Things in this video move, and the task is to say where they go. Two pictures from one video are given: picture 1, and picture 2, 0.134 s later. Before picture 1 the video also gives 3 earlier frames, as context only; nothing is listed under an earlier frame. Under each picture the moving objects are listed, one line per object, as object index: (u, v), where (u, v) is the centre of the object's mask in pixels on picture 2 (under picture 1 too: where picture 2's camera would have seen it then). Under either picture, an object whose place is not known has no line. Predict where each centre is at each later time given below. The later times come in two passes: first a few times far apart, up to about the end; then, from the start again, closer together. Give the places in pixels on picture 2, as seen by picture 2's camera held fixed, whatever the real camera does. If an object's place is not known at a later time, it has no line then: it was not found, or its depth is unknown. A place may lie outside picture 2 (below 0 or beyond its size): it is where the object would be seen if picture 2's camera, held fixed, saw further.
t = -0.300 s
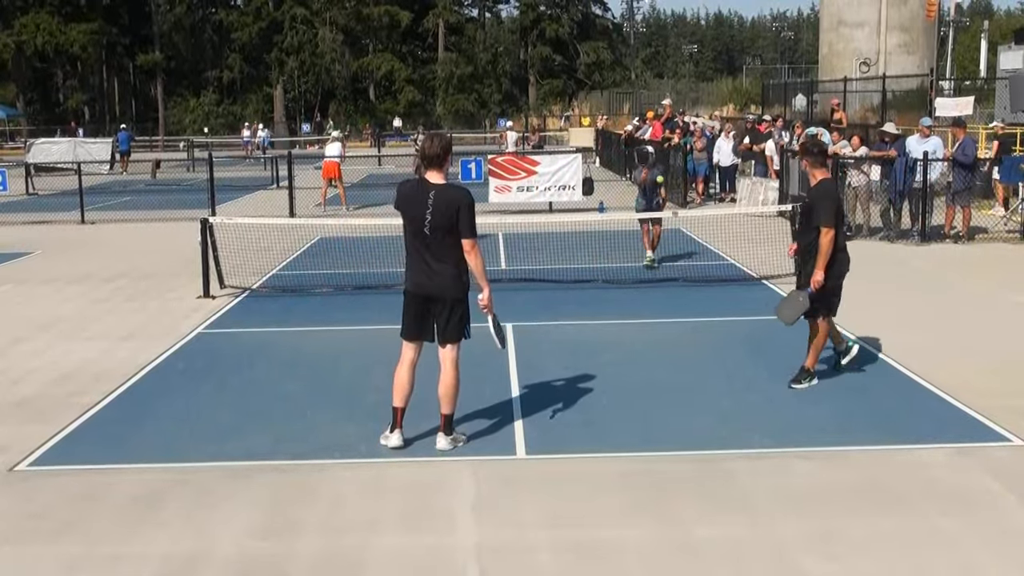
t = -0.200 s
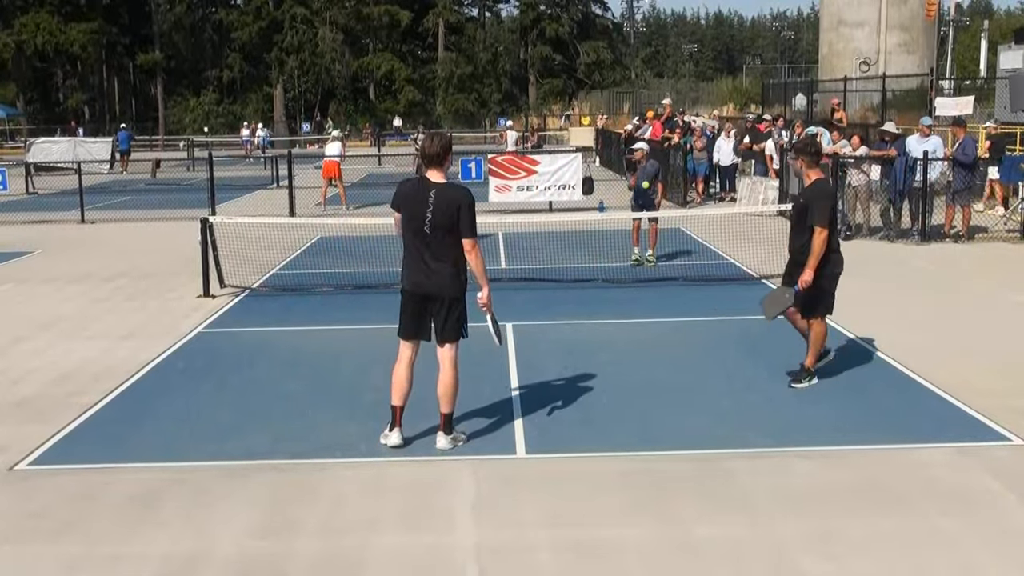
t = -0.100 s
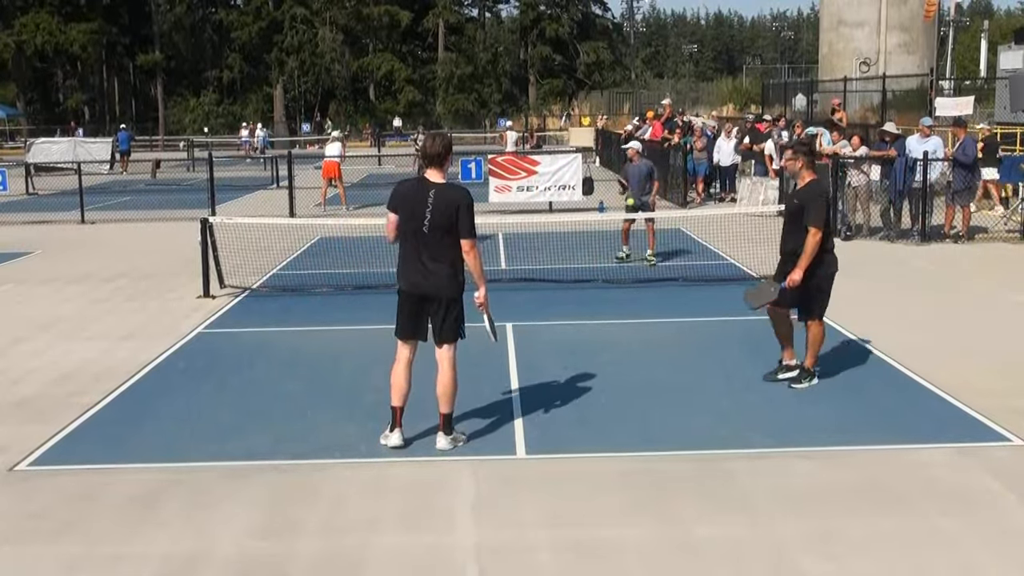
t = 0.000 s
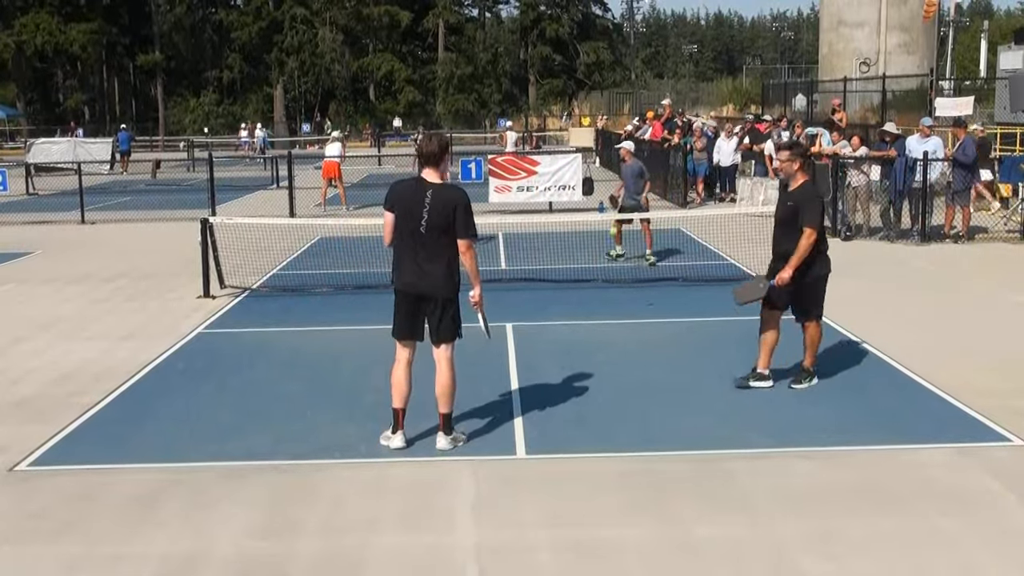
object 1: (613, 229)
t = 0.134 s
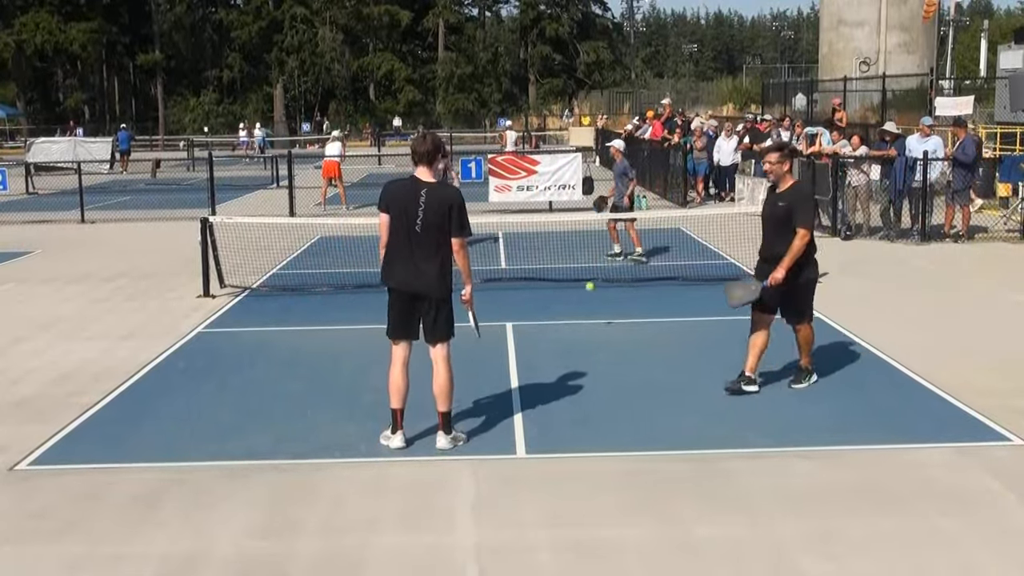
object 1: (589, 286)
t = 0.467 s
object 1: (543, 285)
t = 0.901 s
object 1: (483, 380)
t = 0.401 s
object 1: (551, 291)
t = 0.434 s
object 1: (547, 288)
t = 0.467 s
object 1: (543, 285)
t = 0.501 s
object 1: (539, 284)
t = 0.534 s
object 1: (534, 284)
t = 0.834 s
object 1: (492, 350)
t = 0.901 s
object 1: (483, 380)
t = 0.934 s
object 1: (478, 374)
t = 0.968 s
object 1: (471, 368)
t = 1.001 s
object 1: (467, 364)
